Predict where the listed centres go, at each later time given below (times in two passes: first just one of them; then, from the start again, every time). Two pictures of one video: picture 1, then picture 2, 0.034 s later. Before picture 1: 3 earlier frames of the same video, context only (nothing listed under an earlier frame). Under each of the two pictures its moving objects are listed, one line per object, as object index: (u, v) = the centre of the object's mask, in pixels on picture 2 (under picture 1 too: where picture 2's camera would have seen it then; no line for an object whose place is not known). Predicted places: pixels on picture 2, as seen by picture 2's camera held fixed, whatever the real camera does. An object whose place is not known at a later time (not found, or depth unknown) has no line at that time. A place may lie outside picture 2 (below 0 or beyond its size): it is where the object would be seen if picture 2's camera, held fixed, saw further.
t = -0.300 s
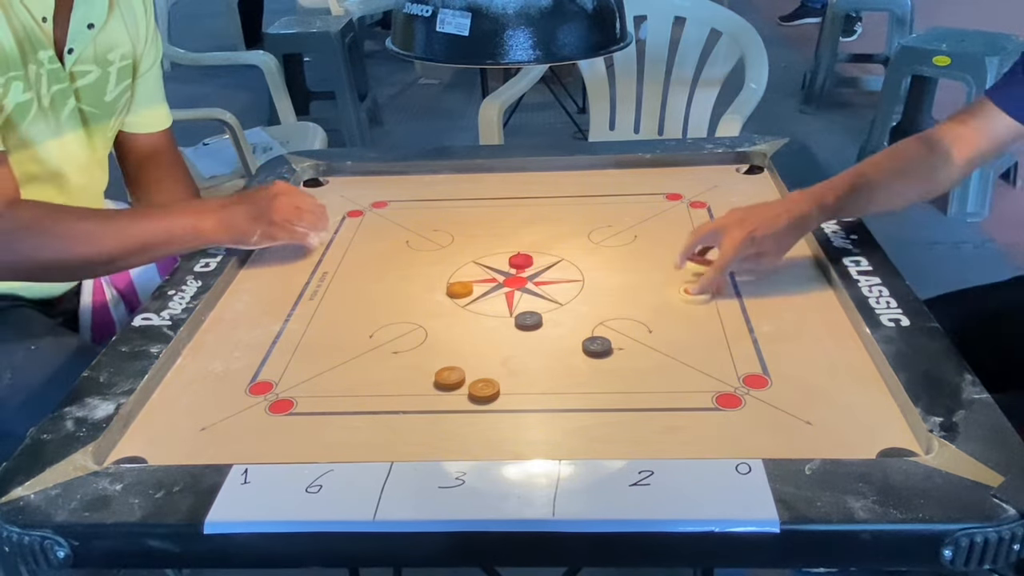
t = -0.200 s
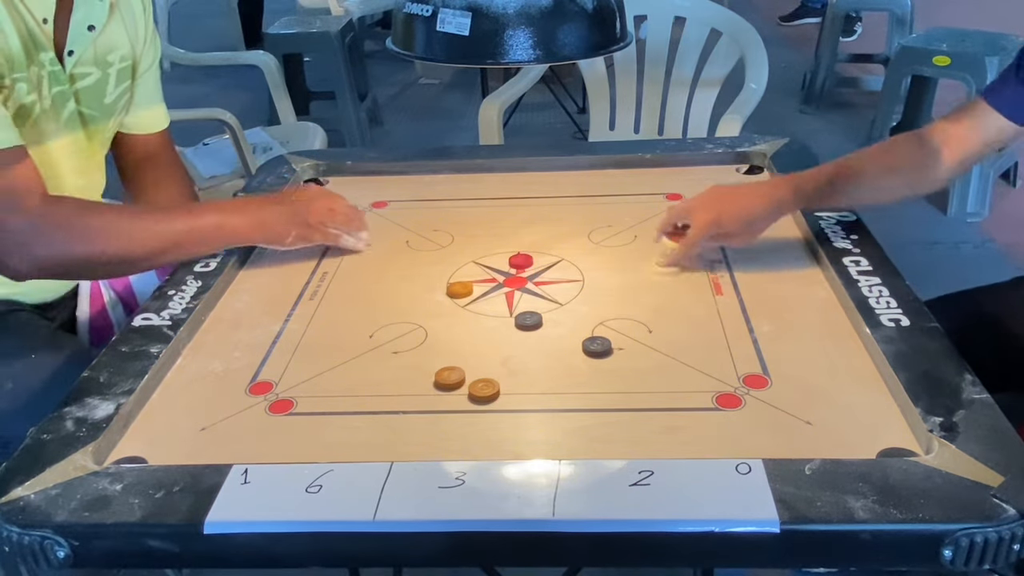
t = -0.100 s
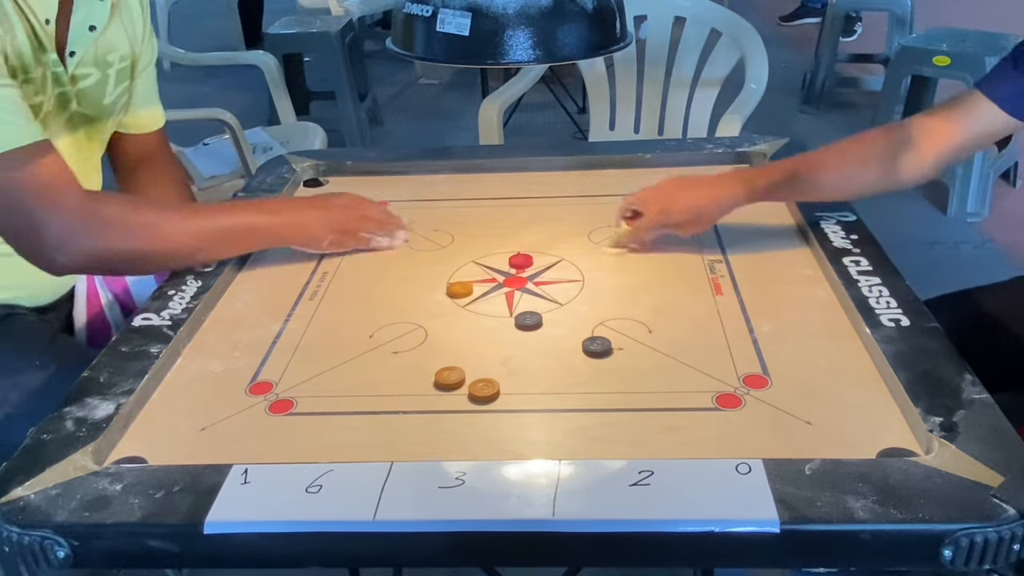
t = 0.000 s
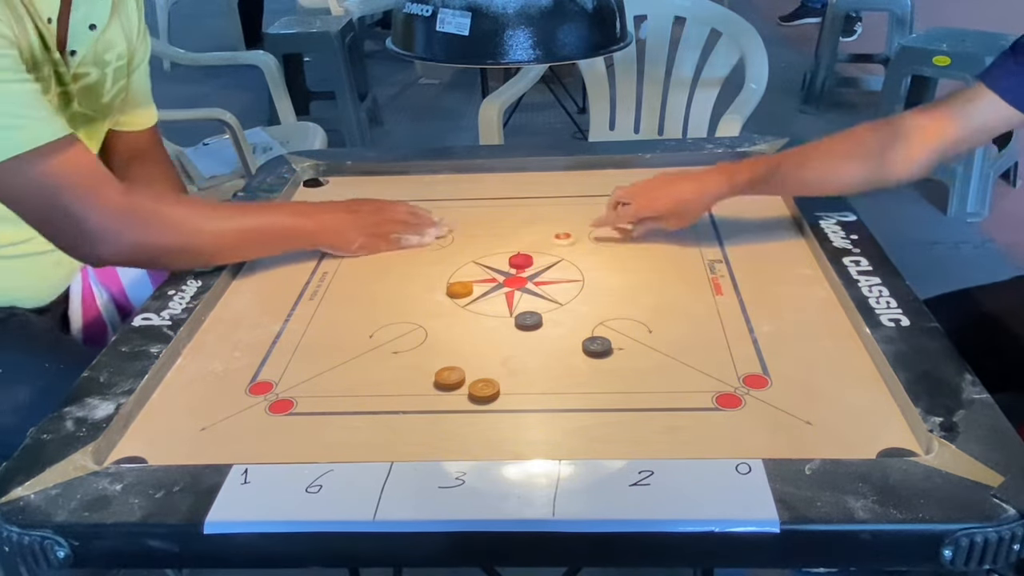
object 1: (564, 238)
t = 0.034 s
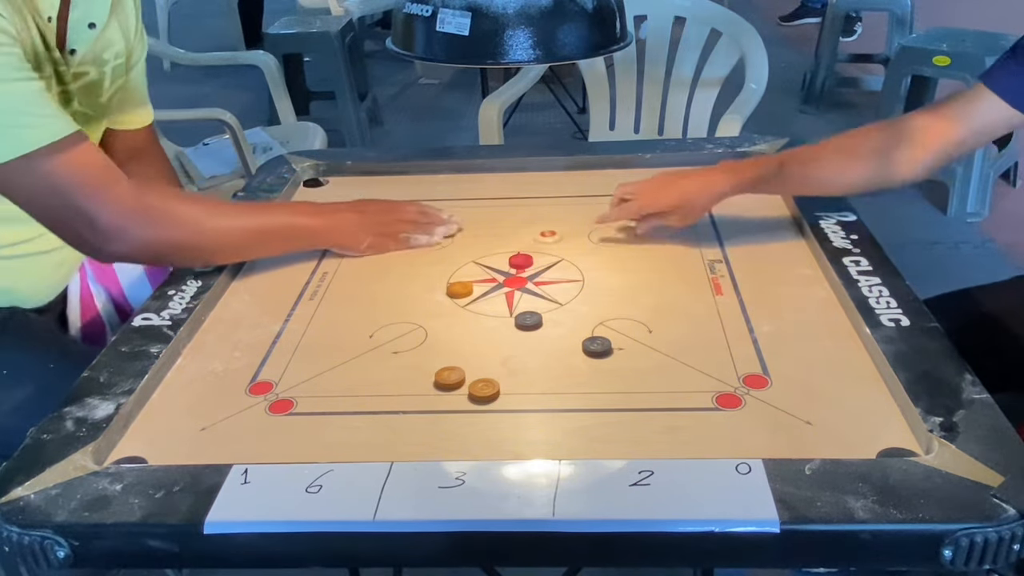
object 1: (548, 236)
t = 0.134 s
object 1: (509, 229)
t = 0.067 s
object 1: (534, 234)
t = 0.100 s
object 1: (521, 232)
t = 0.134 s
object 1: (509, 229)
